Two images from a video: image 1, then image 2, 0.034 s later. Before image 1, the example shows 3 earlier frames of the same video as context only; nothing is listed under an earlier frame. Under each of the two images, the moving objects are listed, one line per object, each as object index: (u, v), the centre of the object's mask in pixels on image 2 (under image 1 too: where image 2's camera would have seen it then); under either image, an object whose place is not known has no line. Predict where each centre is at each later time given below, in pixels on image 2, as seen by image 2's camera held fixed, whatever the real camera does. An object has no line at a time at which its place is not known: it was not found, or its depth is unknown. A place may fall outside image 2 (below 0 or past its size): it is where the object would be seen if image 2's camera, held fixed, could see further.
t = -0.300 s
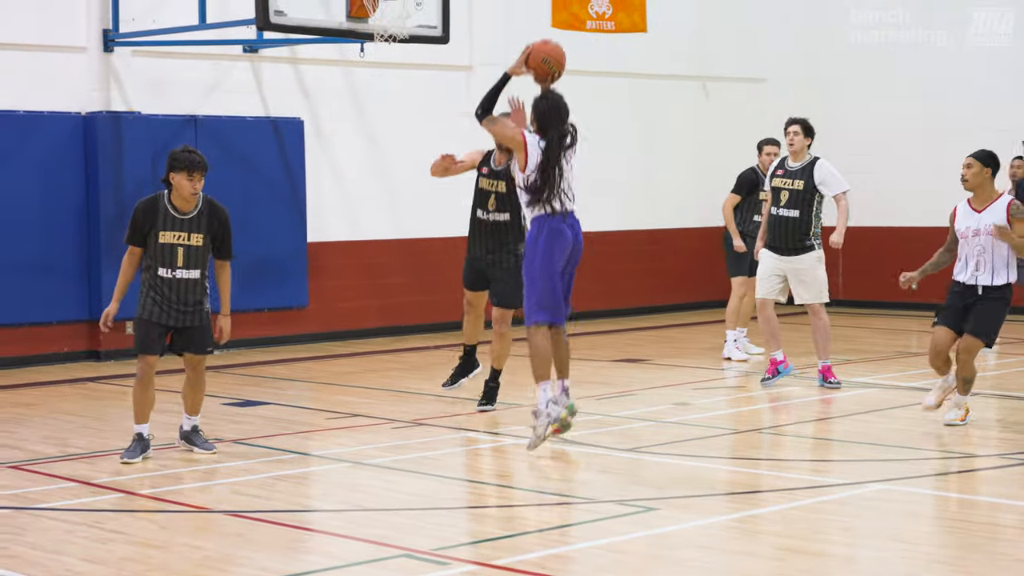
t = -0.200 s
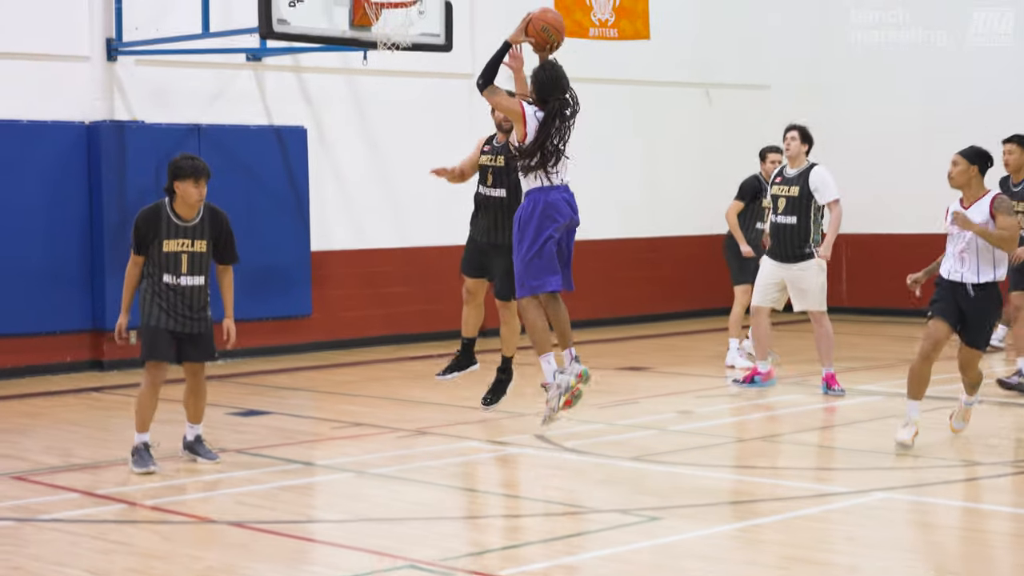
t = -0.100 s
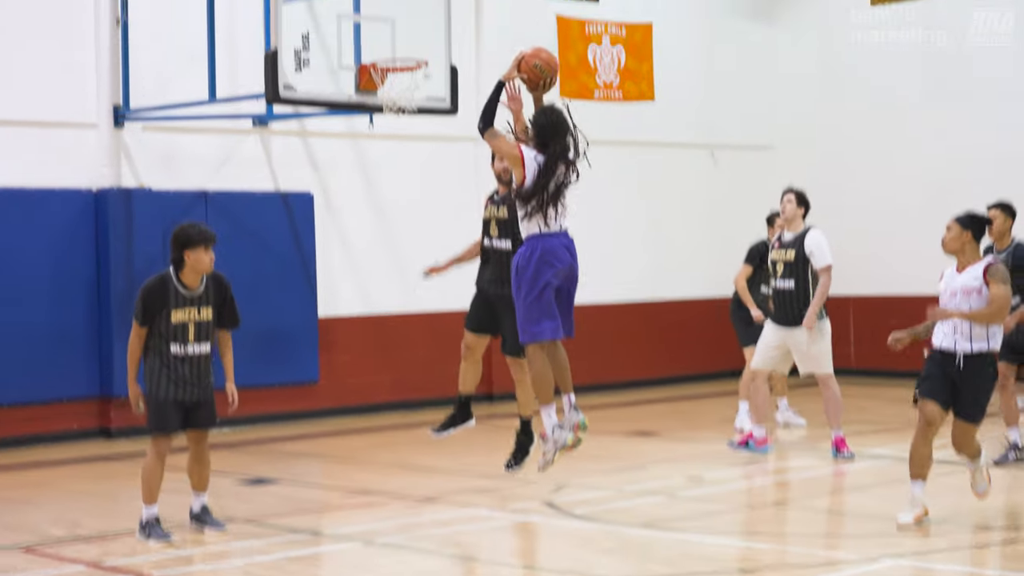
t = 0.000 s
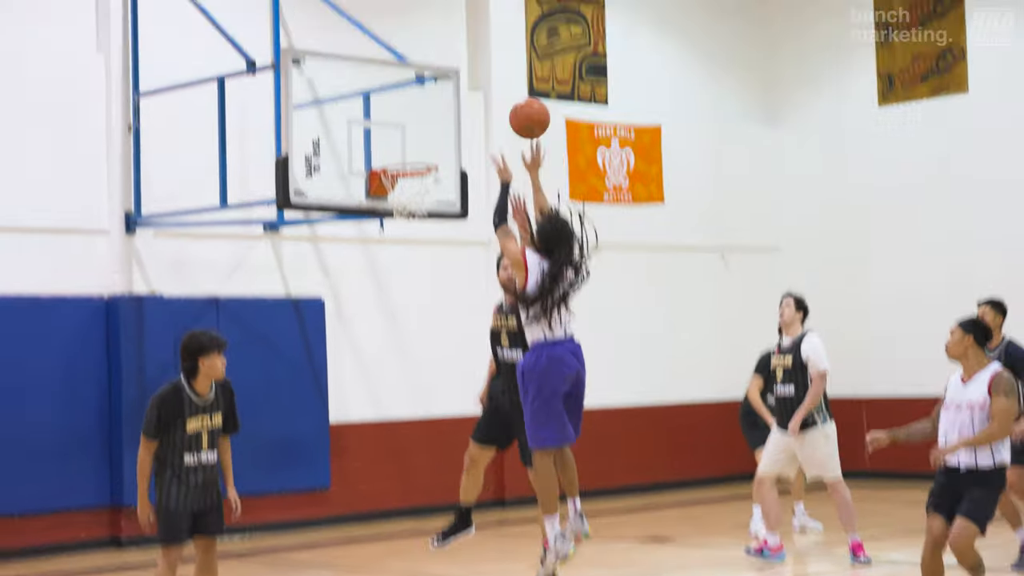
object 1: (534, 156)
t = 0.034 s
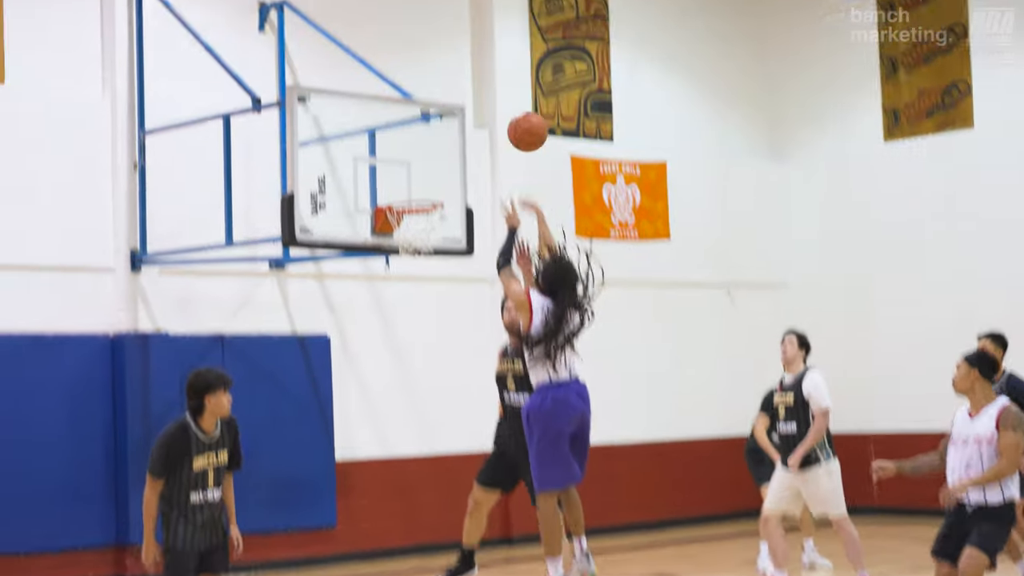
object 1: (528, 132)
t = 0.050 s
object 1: (524, 121)
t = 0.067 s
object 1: (521, 111)
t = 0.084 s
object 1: (517, 102)
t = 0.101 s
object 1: (514, 93)
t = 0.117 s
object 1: (511, 85)
